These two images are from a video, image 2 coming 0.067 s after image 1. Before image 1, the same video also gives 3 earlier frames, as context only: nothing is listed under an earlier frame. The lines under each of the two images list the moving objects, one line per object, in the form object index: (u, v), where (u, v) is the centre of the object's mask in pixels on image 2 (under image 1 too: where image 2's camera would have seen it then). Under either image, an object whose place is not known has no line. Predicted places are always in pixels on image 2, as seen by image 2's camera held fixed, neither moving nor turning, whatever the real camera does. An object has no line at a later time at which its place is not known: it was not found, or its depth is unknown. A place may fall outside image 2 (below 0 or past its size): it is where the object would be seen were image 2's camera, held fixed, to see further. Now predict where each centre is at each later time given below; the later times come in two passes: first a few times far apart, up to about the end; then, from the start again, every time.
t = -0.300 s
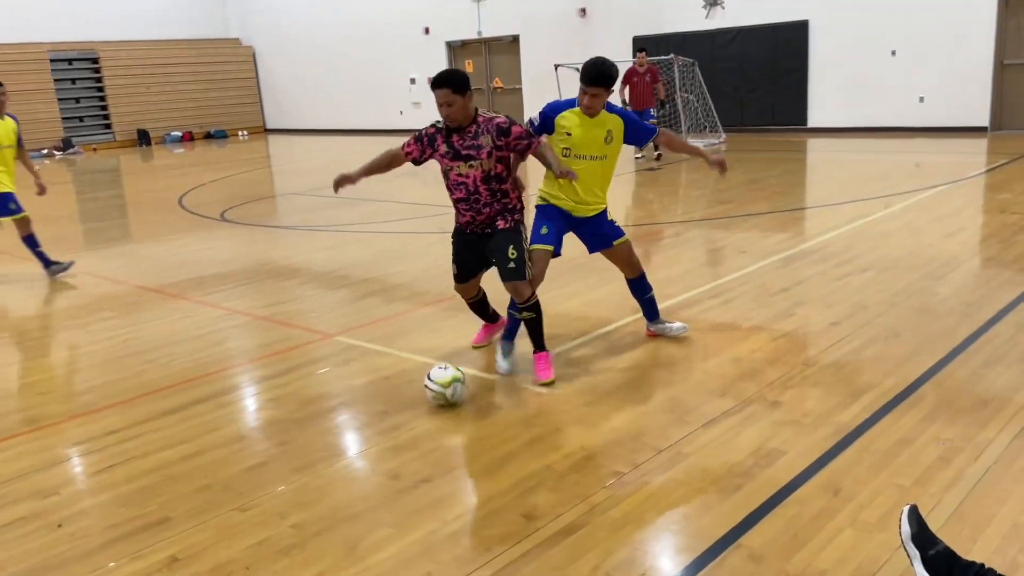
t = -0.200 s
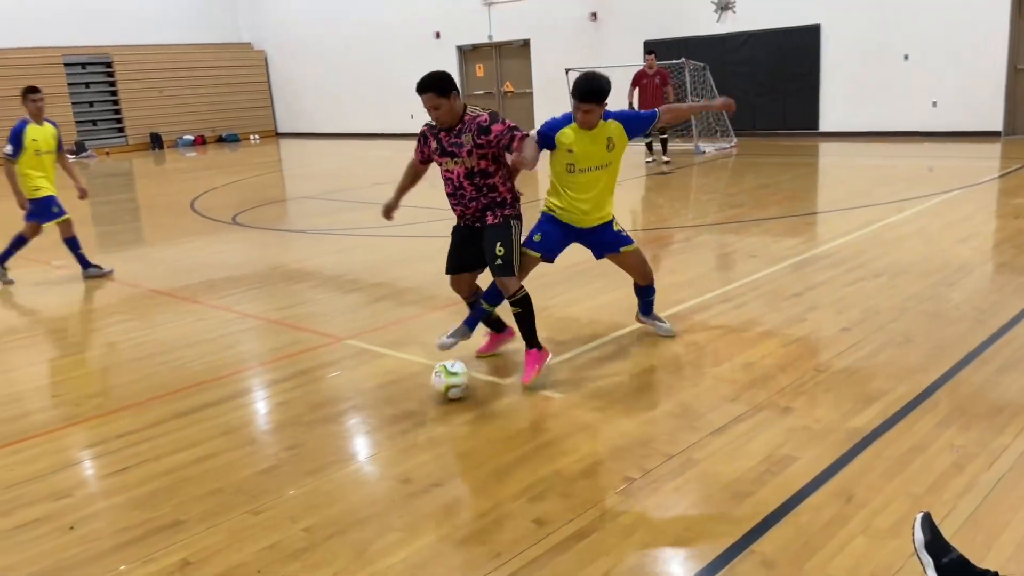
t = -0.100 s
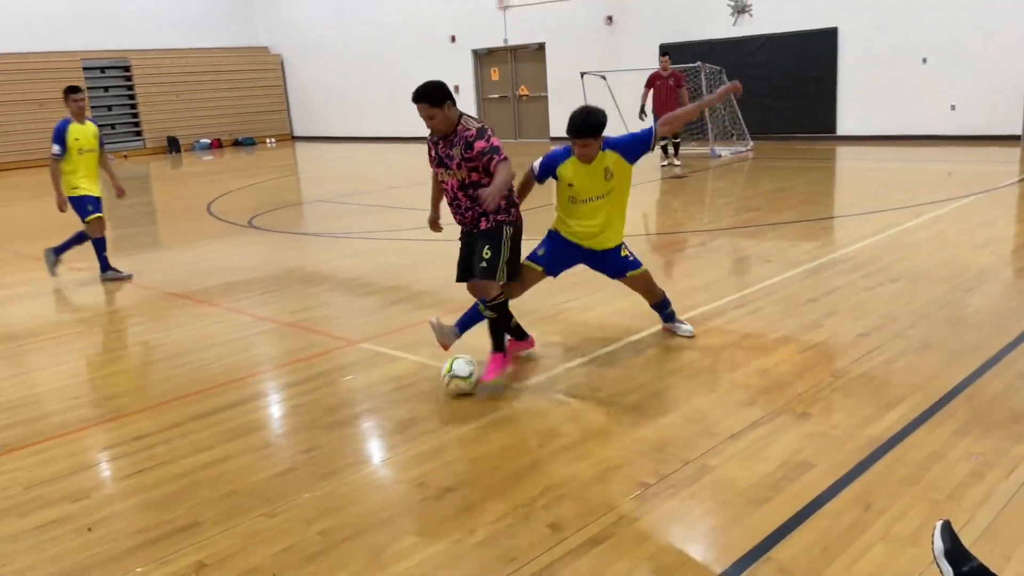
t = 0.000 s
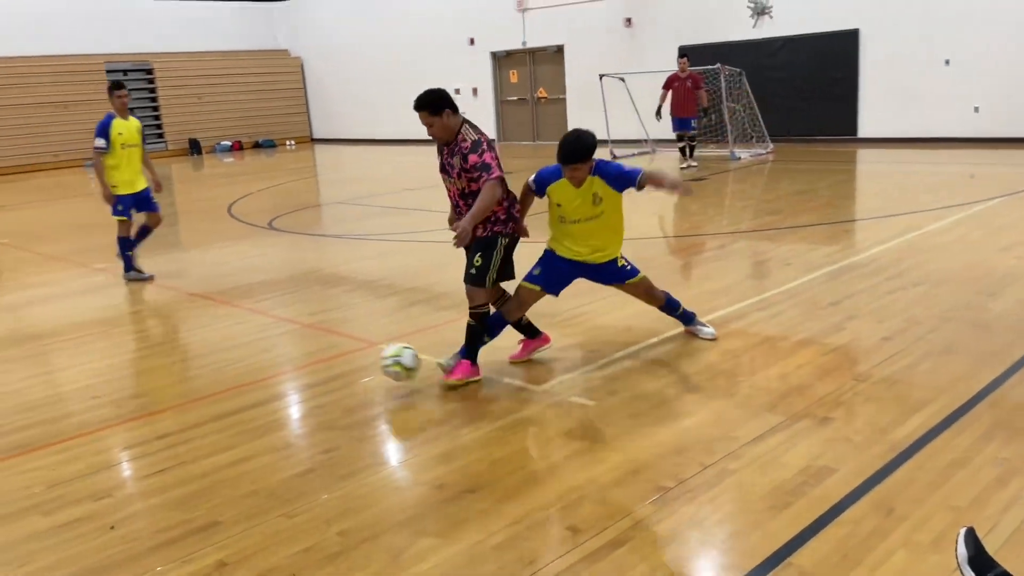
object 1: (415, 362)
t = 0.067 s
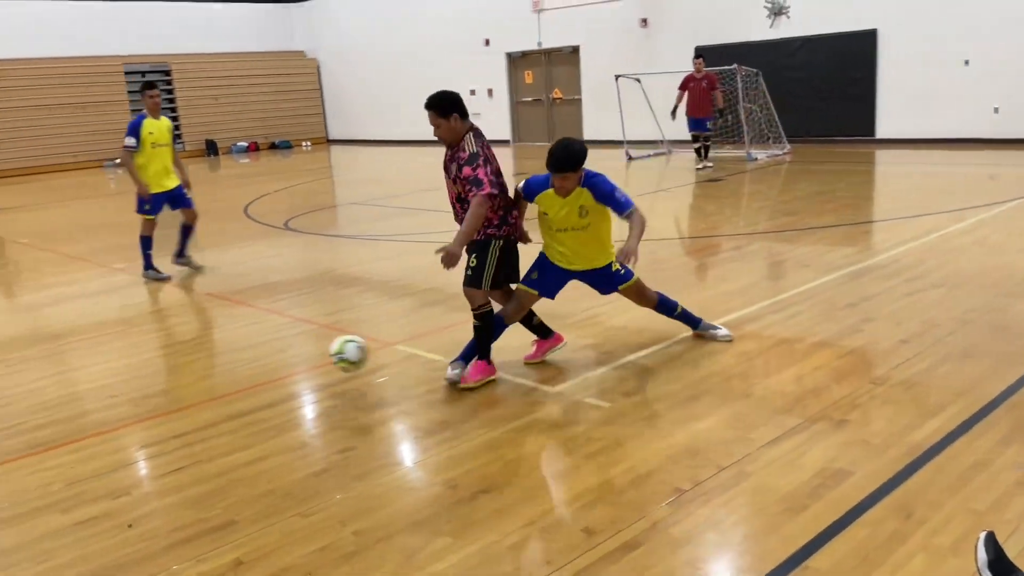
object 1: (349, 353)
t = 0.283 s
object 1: (143, 376)
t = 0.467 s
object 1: (2, 386)
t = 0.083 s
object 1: (332, 352)
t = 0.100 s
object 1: (316, 351)
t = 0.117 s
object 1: (299, 351)
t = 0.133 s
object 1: (283, 351)
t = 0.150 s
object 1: (266, 352)
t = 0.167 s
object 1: (251, 353)
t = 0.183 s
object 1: (235, 355)
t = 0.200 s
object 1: (220, 357)
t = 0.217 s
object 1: (204, 360)
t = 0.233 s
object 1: (189, 363)
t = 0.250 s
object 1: (174, 367)
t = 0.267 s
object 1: (158, 372)
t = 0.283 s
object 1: (143, 376)
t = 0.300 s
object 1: (129, 381)
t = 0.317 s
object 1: (114, 388)
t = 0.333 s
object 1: (100, 388)
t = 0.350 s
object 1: (89, 386)
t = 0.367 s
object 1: (75, 385)
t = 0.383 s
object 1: (63, 384)
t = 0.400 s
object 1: (50, 383)
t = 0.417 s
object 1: (38, 383)
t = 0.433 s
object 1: (26, 383)
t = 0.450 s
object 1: (14, 384)
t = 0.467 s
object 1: (2, 386)
